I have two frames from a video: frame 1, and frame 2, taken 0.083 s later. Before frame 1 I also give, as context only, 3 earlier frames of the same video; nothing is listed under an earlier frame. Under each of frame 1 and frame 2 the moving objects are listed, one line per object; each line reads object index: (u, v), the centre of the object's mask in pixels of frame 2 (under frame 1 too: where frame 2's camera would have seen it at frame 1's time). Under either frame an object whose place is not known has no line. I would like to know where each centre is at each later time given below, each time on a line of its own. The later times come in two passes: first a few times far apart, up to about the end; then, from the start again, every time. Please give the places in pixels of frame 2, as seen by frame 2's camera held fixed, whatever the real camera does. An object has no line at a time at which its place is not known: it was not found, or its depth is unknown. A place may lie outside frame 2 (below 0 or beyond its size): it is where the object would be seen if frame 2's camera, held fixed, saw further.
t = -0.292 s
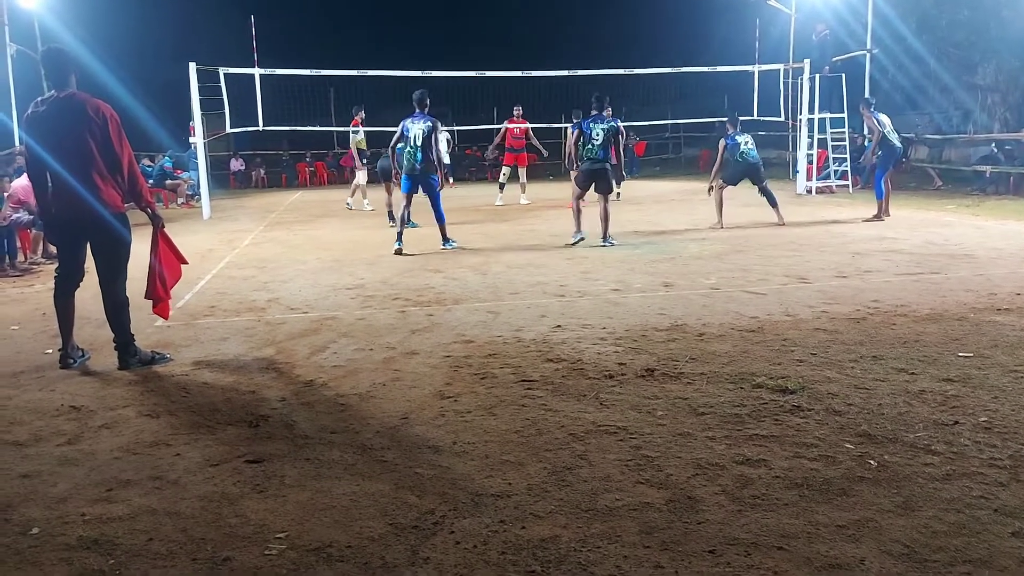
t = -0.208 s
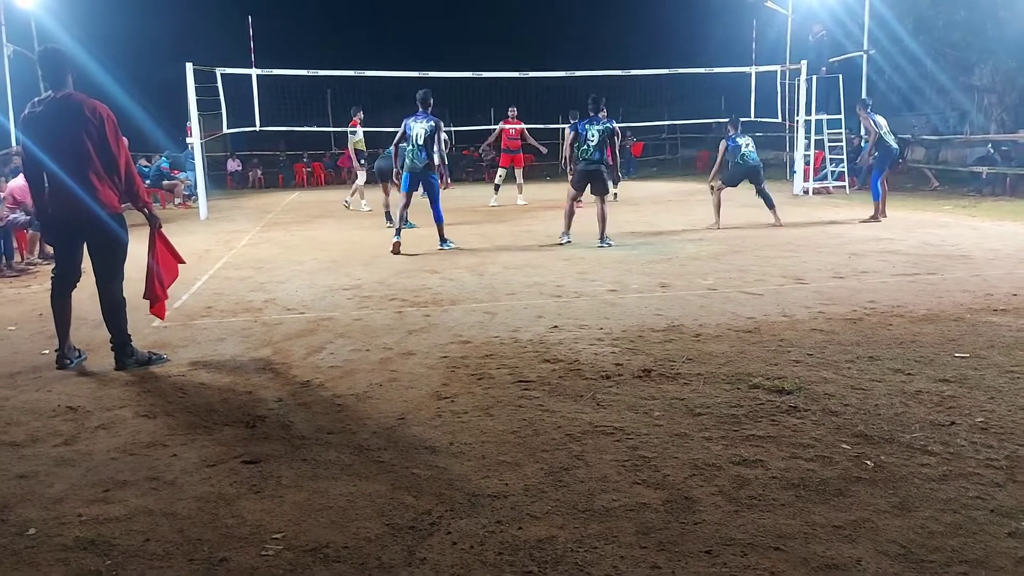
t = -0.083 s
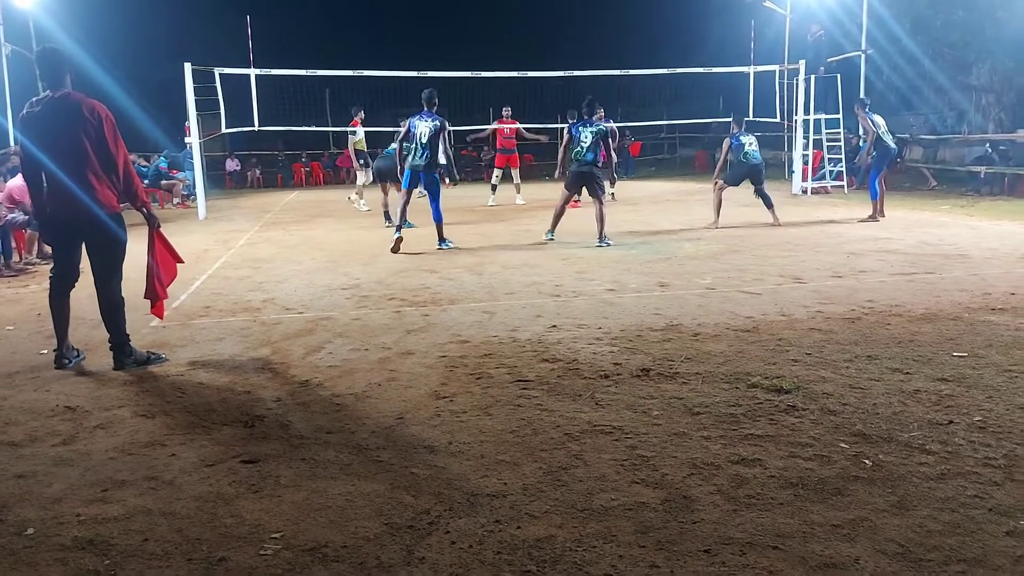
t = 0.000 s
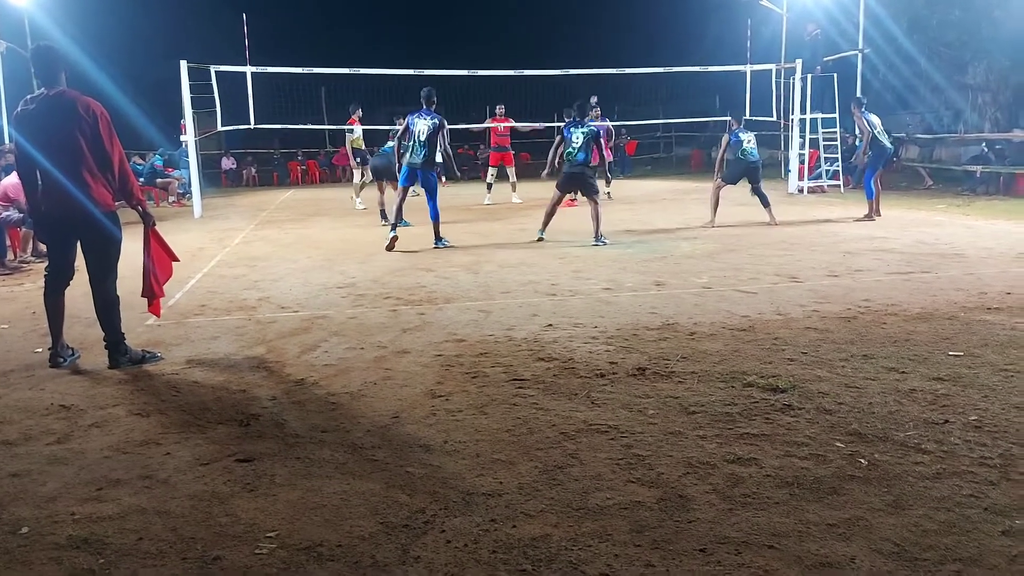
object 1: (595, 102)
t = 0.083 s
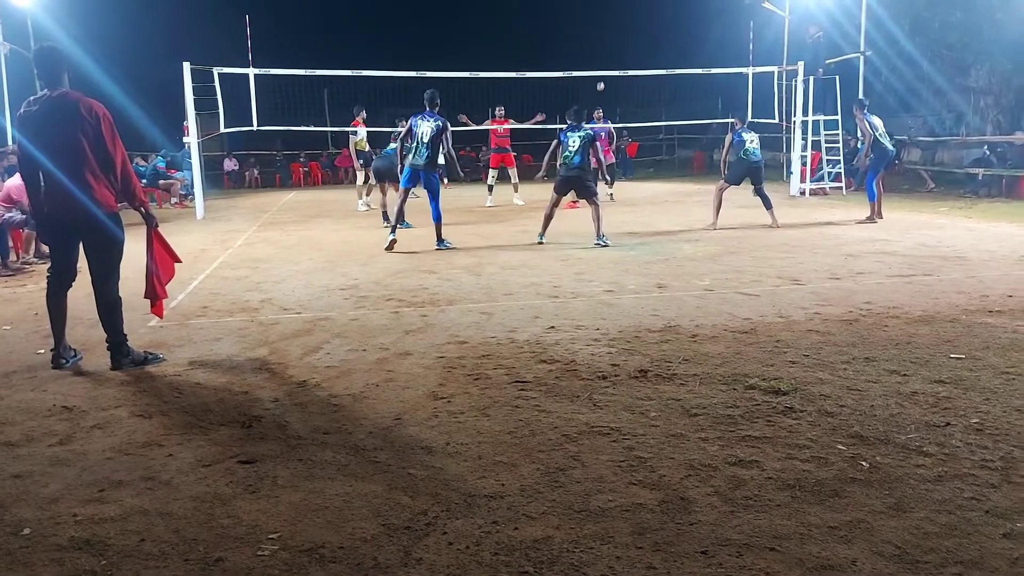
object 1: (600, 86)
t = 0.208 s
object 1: (607, 65)
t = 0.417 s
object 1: (616, 38)
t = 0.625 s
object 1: (624, 29)
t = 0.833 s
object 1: (637, 42)
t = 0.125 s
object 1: (602, 80)
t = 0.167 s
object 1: (605, 70)
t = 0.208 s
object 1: (607, 65)
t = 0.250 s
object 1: (609, 59)
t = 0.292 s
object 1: (611, 53)
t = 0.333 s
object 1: (613, 47)
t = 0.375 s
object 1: (615, 43)
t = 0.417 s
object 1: (616, 38)
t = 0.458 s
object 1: (617, 35)
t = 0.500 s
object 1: (619, 32)
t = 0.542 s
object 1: (621, 30)
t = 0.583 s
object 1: (622, 29)
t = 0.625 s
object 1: (624, 29)
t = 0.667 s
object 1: (626, 30)
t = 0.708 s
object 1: (629, 31)
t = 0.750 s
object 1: (631, 34)
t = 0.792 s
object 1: (634, 37)
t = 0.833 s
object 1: (637, 42)
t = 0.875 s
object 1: (639, 48)
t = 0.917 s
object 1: (642, 55)
